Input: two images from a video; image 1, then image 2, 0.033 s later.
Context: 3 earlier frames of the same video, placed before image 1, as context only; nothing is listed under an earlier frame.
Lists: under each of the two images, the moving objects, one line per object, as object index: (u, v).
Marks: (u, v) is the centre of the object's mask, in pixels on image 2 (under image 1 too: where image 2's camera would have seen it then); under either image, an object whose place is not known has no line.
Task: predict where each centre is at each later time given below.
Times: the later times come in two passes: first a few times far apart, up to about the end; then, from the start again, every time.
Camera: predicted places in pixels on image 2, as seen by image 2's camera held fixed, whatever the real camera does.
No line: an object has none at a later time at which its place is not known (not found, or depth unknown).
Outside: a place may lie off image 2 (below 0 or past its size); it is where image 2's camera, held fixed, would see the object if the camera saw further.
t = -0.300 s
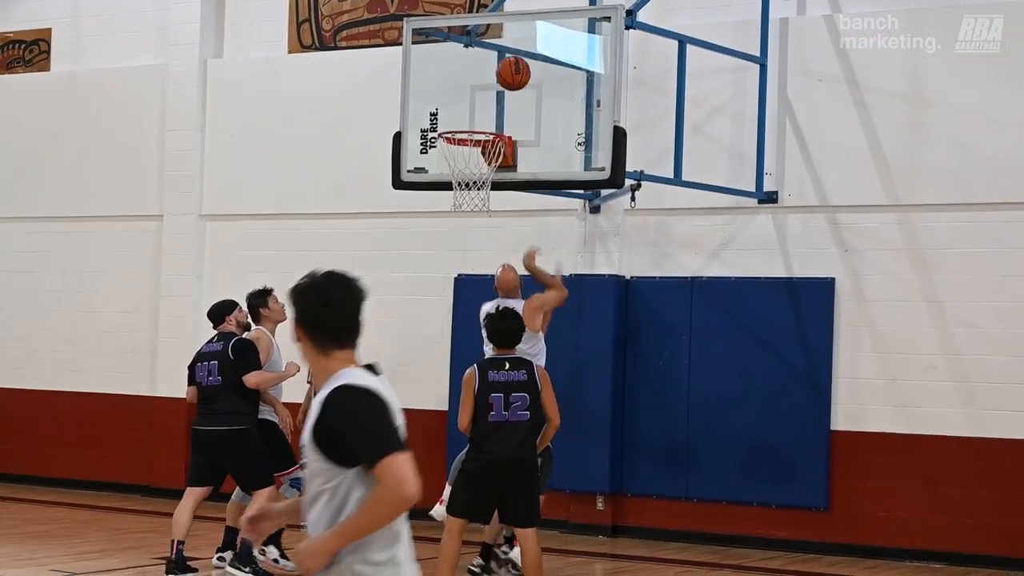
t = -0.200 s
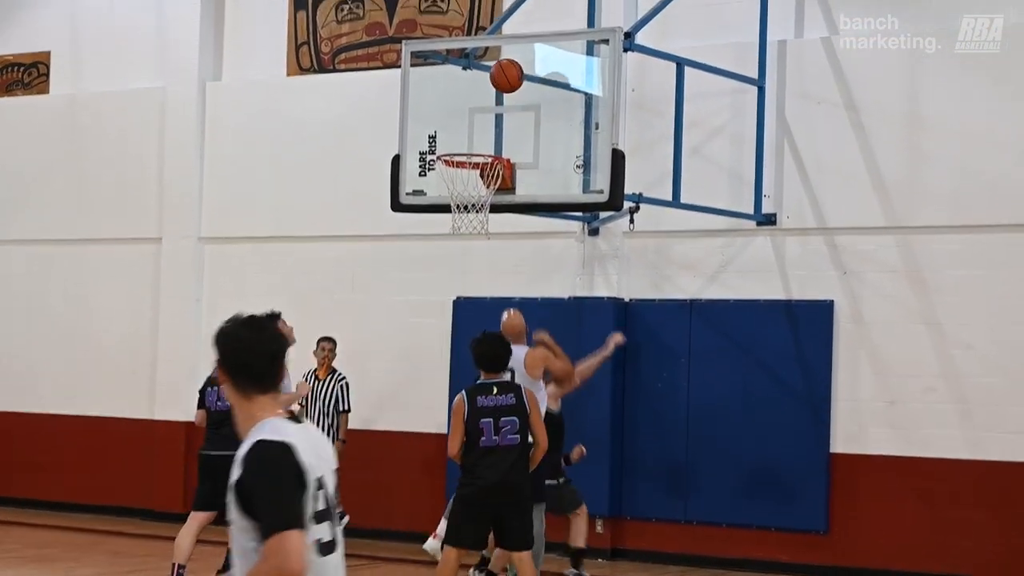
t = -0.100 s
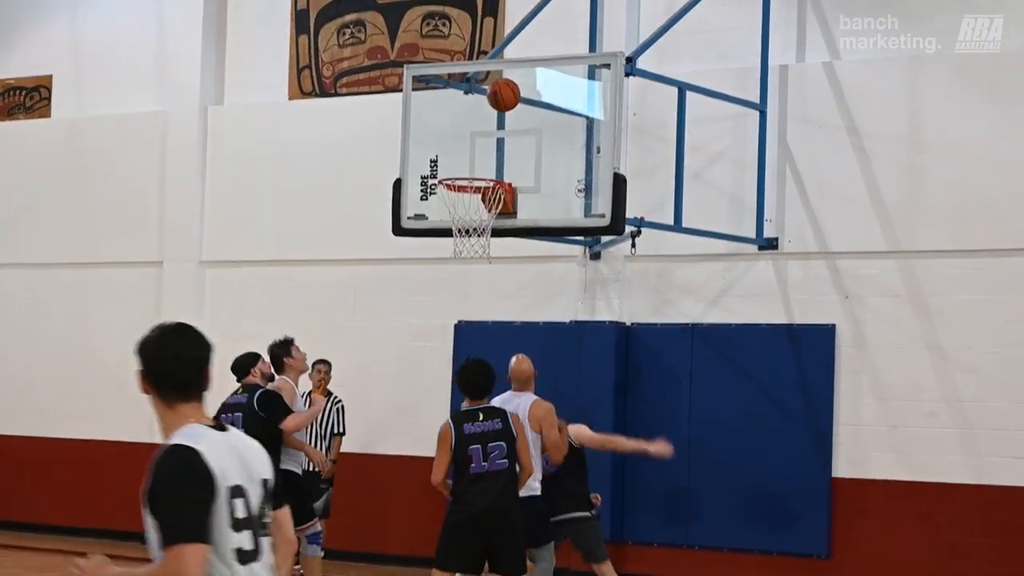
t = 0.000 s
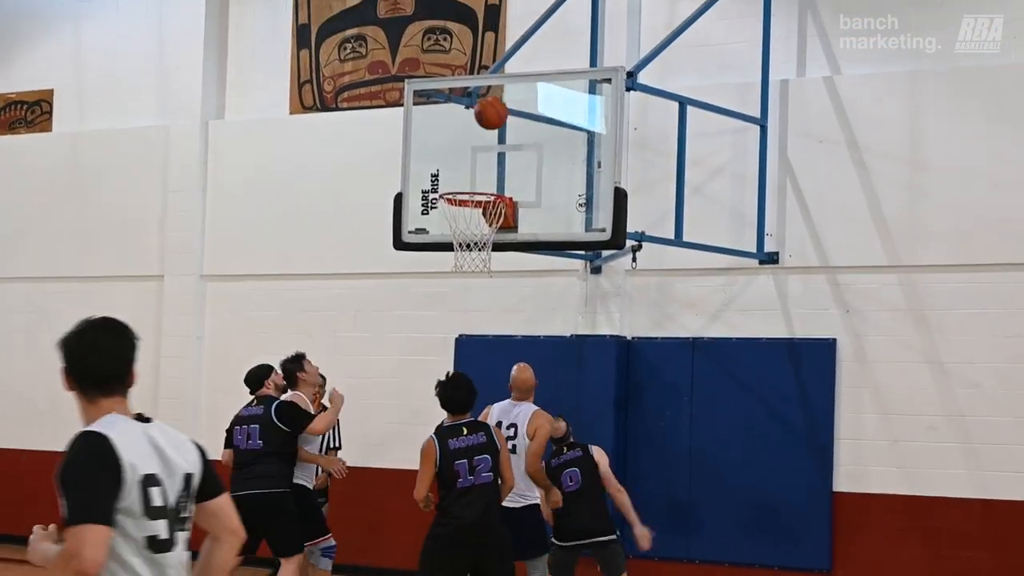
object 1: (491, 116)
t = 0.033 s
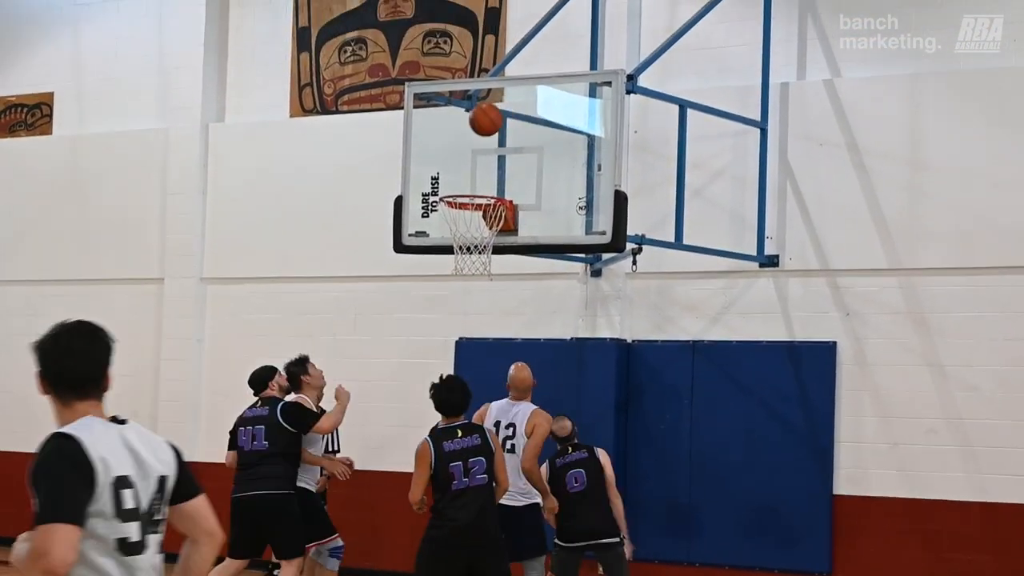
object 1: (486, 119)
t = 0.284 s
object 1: (448, 179)
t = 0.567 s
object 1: (460, 185)
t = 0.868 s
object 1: (482, 251)
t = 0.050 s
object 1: (483, 122)
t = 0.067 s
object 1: (480, 125)
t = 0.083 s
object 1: (477, 128)
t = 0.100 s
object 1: (474, 131)
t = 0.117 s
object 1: (471, 135)
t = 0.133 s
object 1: (468, 139)
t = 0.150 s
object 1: (466, 144)
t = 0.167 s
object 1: (463, 149)
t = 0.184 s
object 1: (460, 155)
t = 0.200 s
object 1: (457, 161)
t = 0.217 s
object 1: (454, 167)
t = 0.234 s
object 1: (451, 174)
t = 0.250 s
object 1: (448, 180)
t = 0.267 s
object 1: (448, 181)
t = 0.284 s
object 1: (448, 179)
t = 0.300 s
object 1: (449, 177)
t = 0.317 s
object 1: (450, 175)
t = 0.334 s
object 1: (450, 174)
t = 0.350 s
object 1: (451, 173)
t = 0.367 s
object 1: (452, 173)
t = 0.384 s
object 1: (452, 173)
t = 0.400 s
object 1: (453, 173)
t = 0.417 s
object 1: (454, 174)
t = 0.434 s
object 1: (454, 175)
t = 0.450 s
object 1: (455, 176)
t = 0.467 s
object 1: (455, 178)
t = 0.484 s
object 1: (456, 180)
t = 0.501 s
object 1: (457, 182)
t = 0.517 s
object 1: (457, 183)
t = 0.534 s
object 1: (458, 184)
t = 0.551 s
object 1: (459, 184)
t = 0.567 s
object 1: (460, 185)
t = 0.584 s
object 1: (462, 185)
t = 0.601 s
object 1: (463, 186)
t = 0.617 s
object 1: (464, 187)
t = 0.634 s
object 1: (465, 188)
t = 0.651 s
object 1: (467, 185)
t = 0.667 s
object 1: (468, 193)
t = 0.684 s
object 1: (469, 196)
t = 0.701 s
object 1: (470, 199)
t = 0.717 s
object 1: (470, 202)
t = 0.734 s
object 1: (471, 206)
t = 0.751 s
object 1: (471, 211)
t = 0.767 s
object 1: (474, 215)
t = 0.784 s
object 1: (475, 220)
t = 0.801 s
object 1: (475, 225)
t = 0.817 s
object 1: (476, 232)
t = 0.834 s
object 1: (479, 238)
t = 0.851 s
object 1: (480, 244)
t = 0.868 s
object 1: (482, 251)
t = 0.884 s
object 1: (482, 256)
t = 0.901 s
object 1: (483, 263)
